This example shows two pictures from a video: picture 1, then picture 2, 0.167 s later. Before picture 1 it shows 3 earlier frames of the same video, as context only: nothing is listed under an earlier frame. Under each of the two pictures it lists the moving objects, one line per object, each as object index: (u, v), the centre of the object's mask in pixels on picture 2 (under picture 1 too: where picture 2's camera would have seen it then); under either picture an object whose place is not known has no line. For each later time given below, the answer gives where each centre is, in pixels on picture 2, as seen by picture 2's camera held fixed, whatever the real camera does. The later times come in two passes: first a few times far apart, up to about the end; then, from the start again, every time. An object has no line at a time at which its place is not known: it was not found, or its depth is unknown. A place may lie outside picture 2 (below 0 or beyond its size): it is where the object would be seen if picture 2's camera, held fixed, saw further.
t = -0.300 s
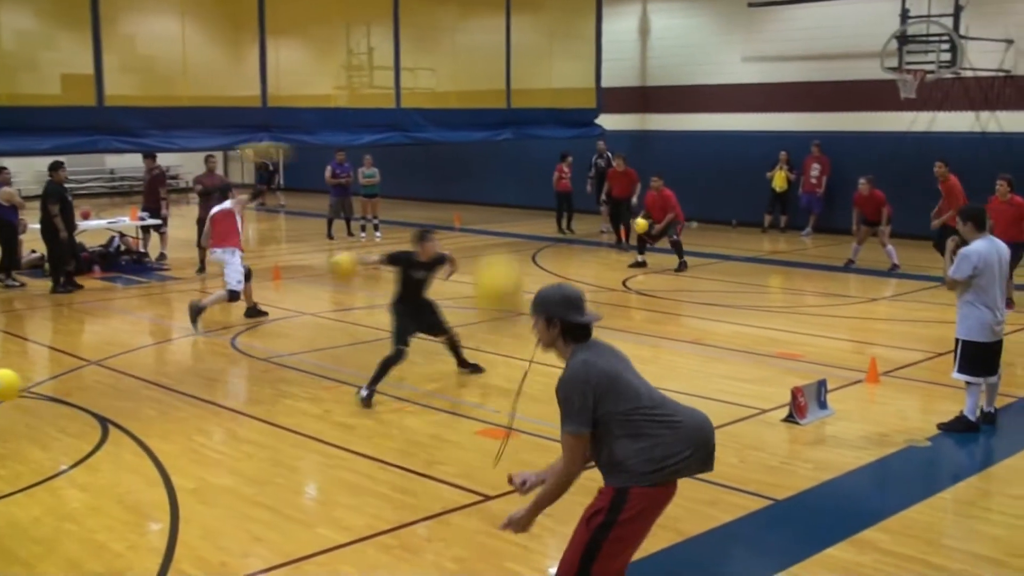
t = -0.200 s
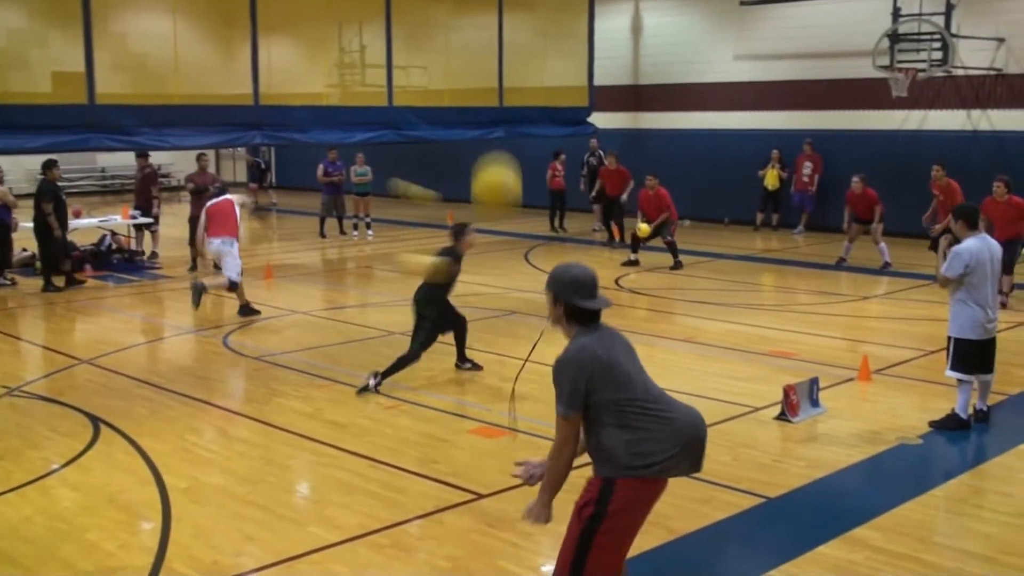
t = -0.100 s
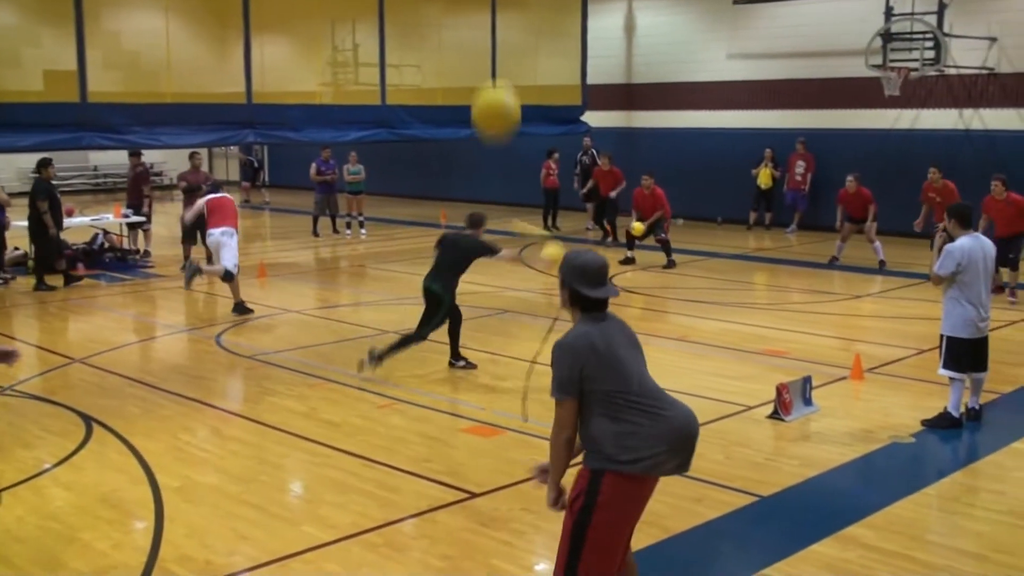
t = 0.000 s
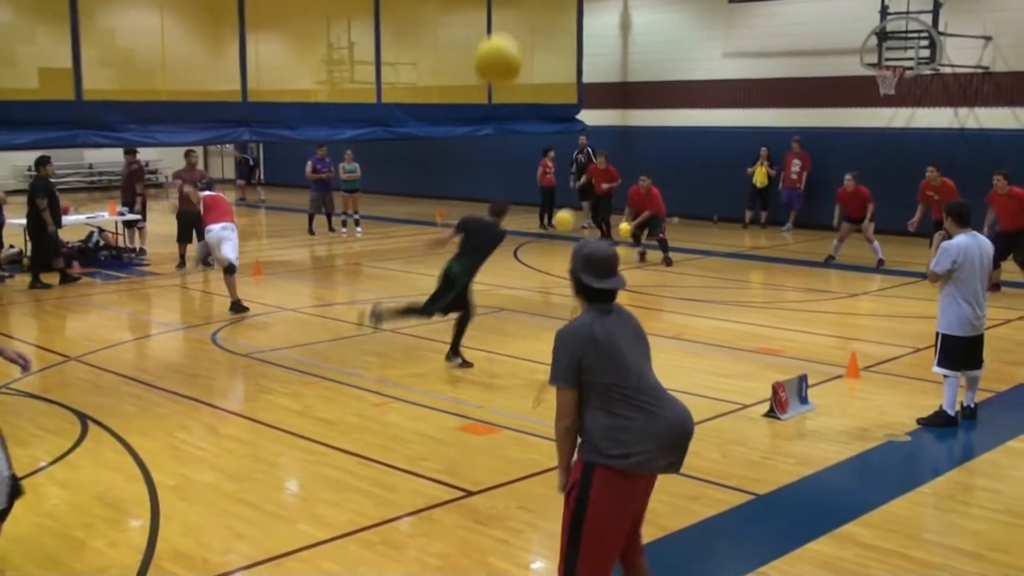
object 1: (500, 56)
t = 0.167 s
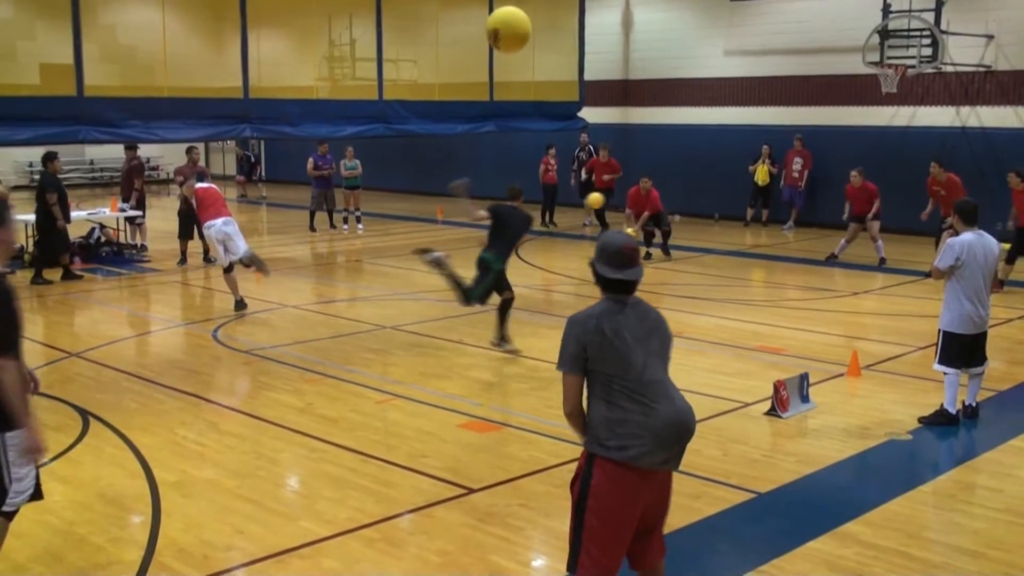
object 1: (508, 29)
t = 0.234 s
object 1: (511, 34)
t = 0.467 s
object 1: (521, 115)
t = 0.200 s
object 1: (510, 31)
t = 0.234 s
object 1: (511, 34)
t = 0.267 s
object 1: (513, 39)
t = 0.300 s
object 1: (515, 47)
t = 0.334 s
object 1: (516, 55)
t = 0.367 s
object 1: (519, 64)
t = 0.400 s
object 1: (520, 82)
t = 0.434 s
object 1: (520, 98)
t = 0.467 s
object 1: (521, 115)
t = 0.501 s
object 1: (523, 133)
